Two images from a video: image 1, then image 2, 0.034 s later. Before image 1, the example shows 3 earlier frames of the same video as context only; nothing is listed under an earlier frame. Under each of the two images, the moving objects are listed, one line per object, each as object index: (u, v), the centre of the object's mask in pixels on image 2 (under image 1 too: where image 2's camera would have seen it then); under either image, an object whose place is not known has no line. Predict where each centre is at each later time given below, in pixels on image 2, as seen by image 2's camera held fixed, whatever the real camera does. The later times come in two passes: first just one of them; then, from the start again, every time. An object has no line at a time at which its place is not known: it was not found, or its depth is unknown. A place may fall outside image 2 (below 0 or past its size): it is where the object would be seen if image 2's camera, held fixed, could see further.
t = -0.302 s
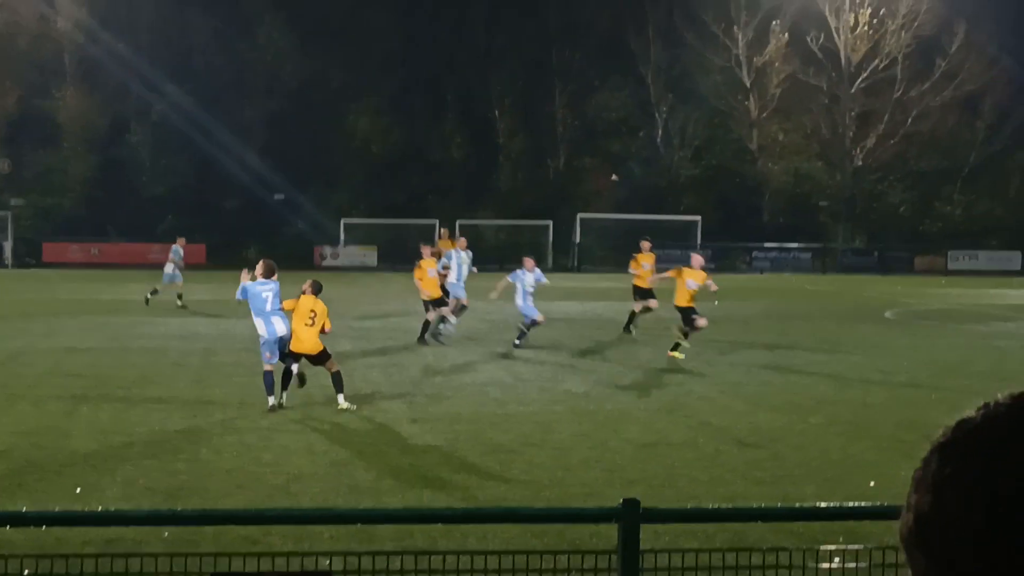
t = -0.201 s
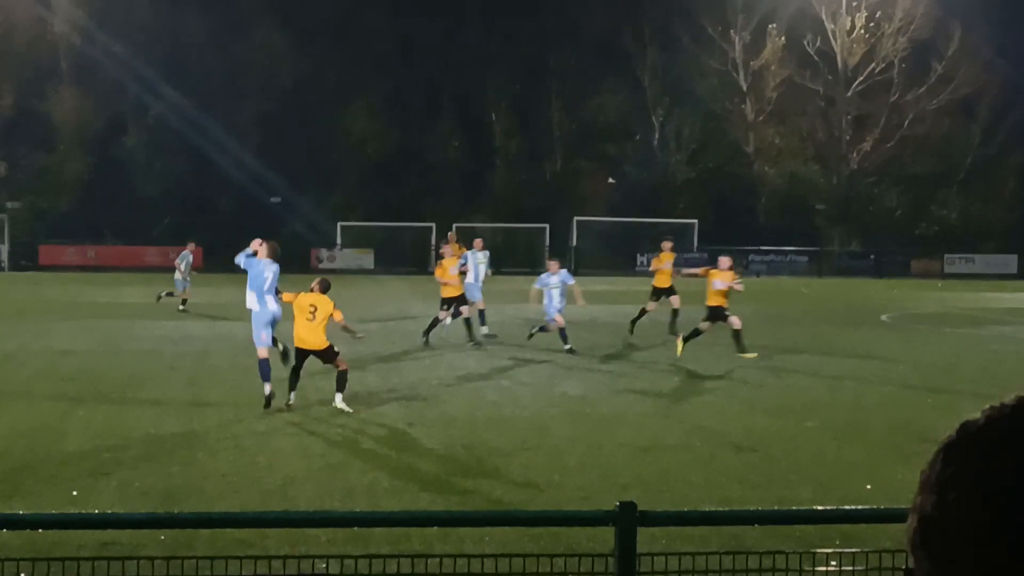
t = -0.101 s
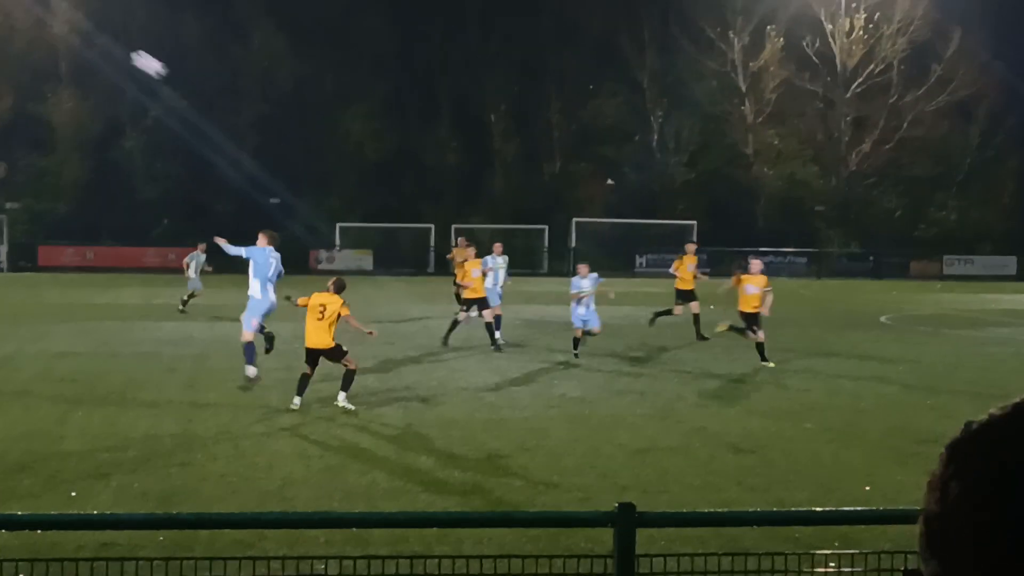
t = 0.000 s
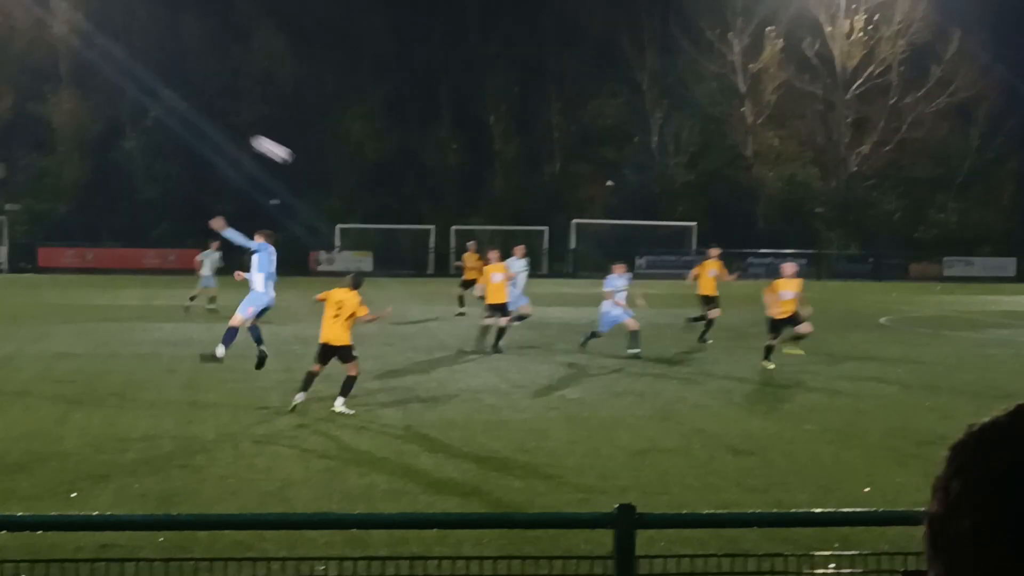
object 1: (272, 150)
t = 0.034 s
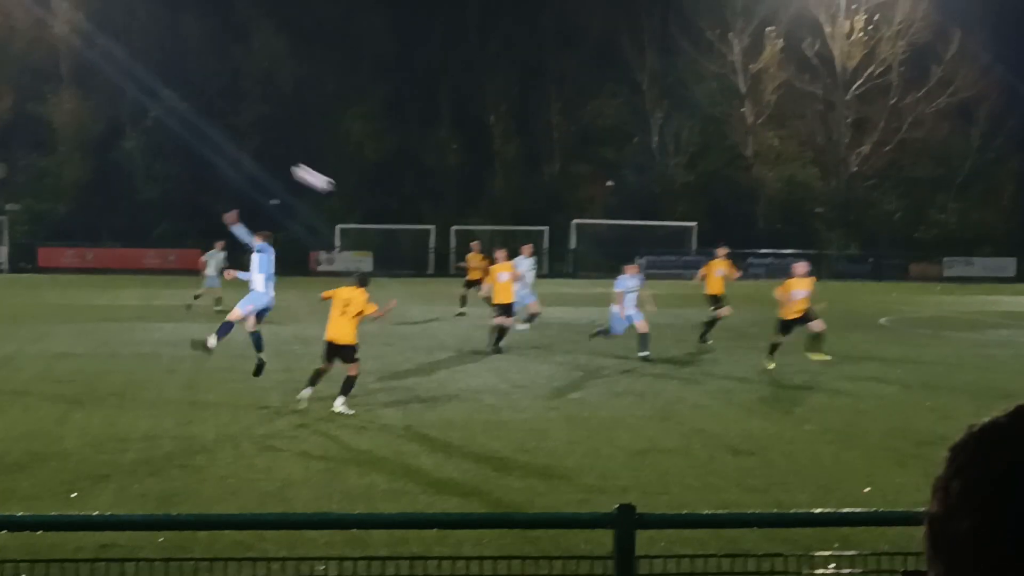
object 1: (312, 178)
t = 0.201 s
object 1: (514, 330)
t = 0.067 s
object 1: (352, 208)
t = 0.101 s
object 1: (393, 238)
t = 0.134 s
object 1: (432, 268)
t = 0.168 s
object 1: (471, 299)
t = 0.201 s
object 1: (514, 330)
